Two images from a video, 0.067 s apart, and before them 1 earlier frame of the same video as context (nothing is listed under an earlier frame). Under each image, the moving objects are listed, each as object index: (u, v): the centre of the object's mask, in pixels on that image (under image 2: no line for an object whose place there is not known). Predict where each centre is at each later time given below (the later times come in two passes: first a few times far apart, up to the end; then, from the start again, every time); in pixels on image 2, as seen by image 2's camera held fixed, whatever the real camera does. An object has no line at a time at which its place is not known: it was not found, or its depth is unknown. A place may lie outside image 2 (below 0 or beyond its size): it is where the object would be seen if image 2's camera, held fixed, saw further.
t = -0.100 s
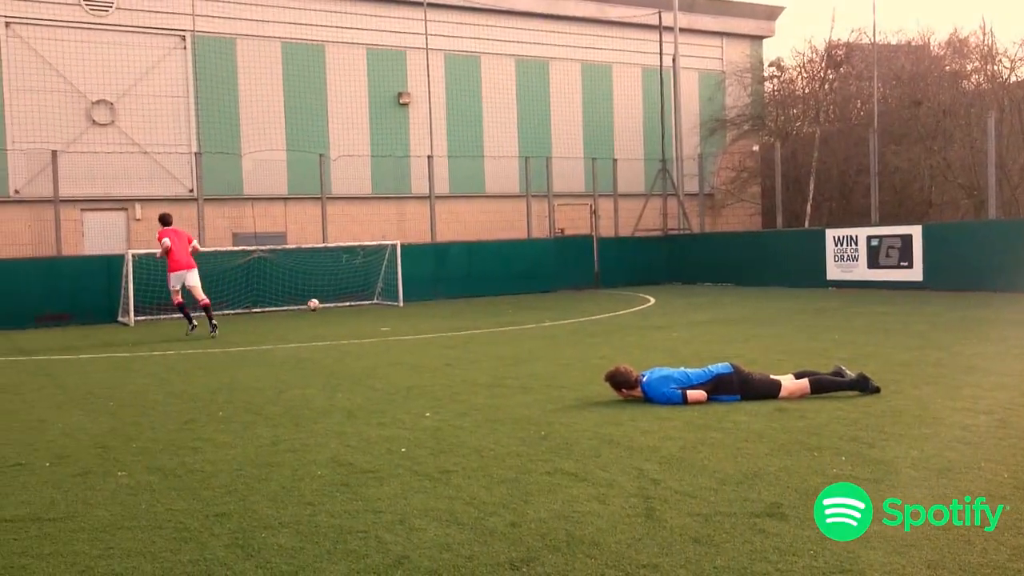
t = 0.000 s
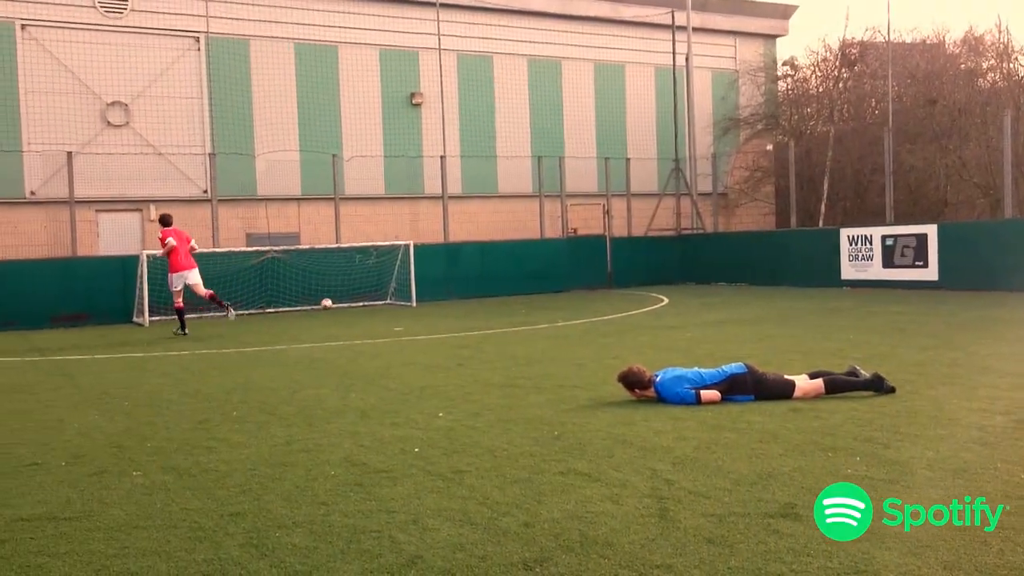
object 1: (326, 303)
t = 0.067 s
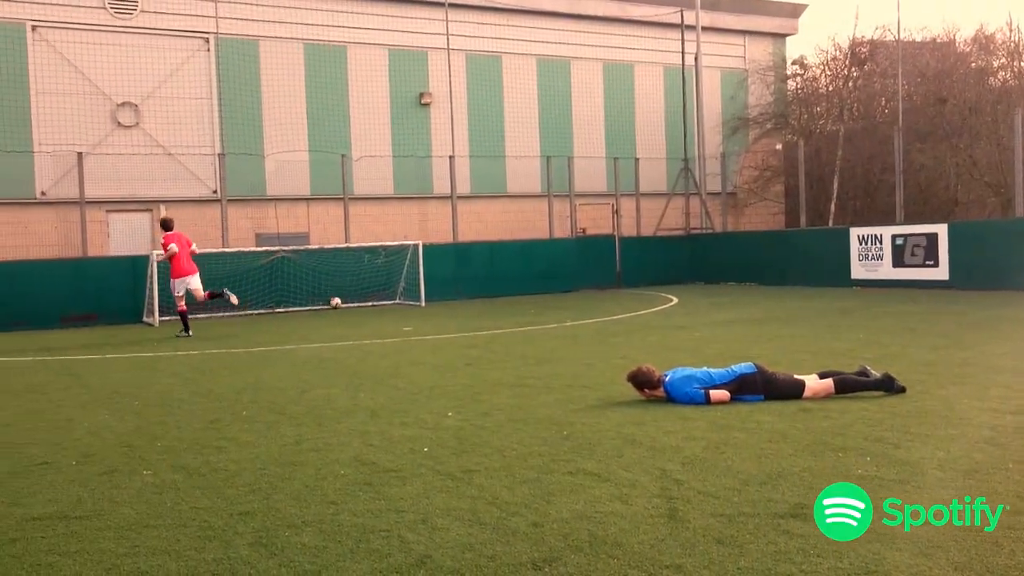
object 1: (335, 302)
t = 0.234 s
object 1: (340, 281)
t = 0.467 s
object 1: (349, 273)
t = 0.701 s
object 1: (358, 294)
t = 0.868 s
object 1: (362, 296)
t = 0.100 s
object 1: (336, 297)
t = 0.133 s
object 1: (337, 293)
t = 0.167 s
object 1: (338, 288)
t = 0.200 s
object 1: (339, 284)
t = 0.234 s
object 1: (340, 281)
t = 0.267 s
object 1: (341, 278)
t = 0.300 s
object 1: (342, 276)
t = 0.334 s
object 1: (344, 275)
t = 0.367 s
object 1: (345, 273)
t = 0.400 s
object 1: (346, 272)
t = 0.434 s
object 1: (347, 273)
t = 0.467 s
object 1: (349, 273)
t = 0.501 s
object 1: (350, 275)
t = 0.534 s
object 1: (351, 277)
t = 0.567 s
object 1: (352, 279)
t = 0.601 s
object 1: (354, 282)
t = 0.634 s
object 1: (355, 285)
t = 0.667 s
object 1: (356, 289)
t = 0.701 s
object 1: (358, 294)
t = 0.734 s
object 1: (359, 299)
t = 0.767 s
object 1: (360, 303)
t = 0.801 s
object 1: (361, 300)
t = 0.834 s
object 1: (361, 298)
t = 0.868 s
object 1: (362, 296)
